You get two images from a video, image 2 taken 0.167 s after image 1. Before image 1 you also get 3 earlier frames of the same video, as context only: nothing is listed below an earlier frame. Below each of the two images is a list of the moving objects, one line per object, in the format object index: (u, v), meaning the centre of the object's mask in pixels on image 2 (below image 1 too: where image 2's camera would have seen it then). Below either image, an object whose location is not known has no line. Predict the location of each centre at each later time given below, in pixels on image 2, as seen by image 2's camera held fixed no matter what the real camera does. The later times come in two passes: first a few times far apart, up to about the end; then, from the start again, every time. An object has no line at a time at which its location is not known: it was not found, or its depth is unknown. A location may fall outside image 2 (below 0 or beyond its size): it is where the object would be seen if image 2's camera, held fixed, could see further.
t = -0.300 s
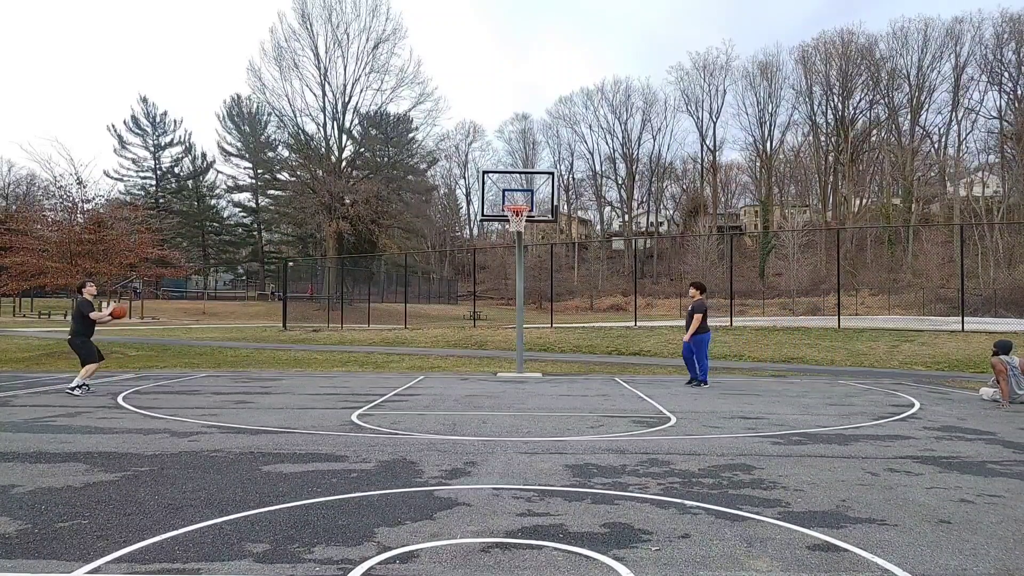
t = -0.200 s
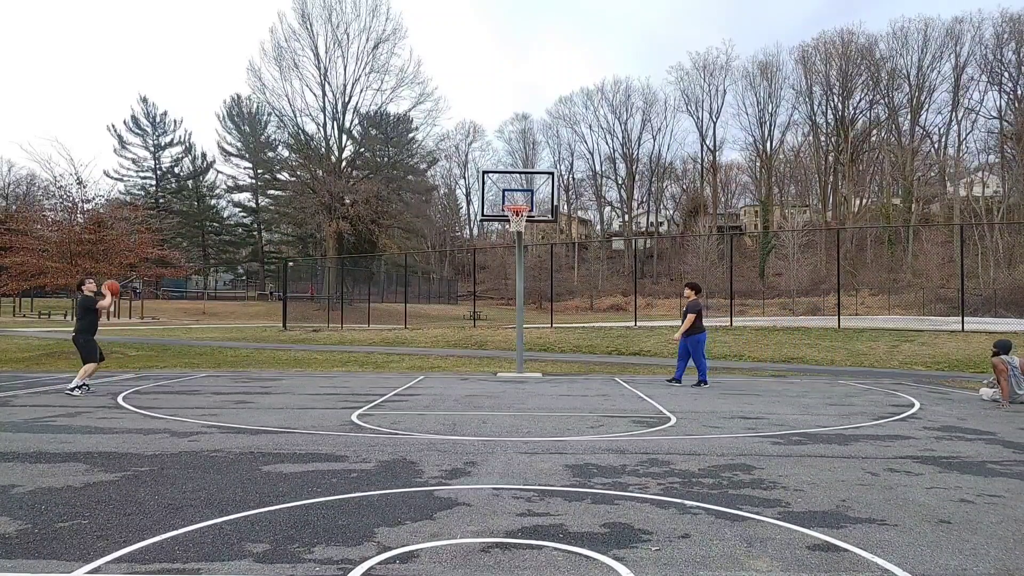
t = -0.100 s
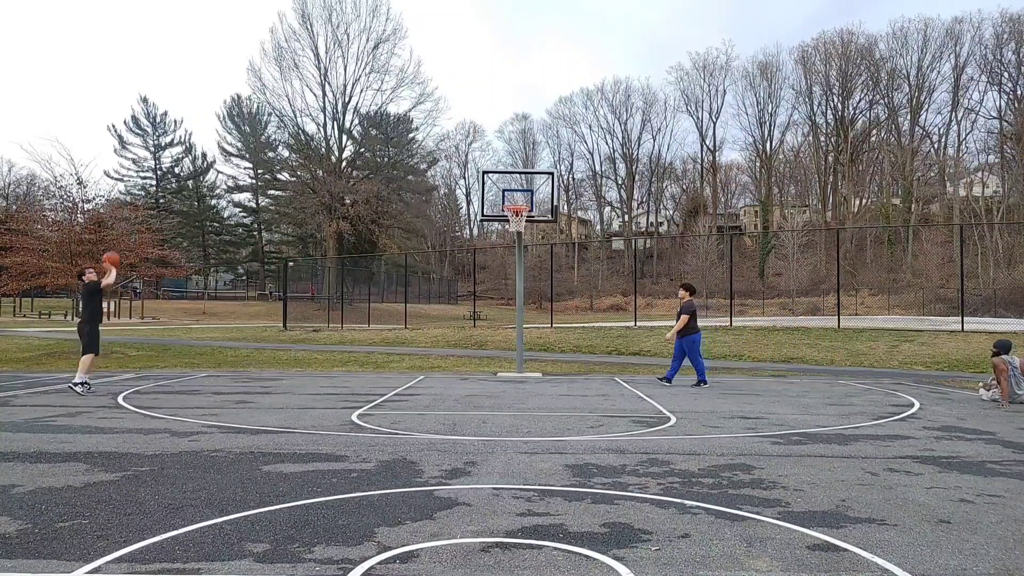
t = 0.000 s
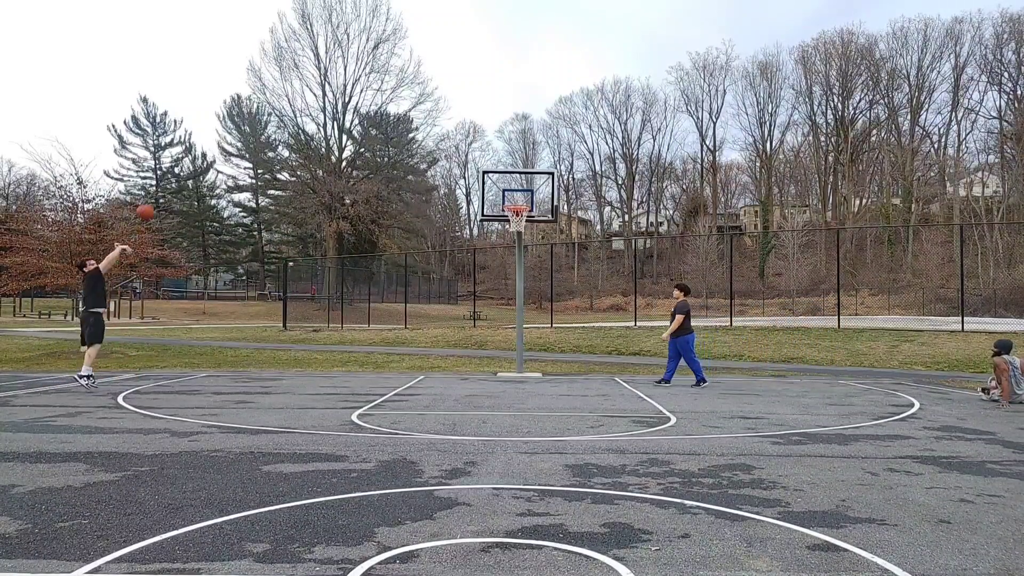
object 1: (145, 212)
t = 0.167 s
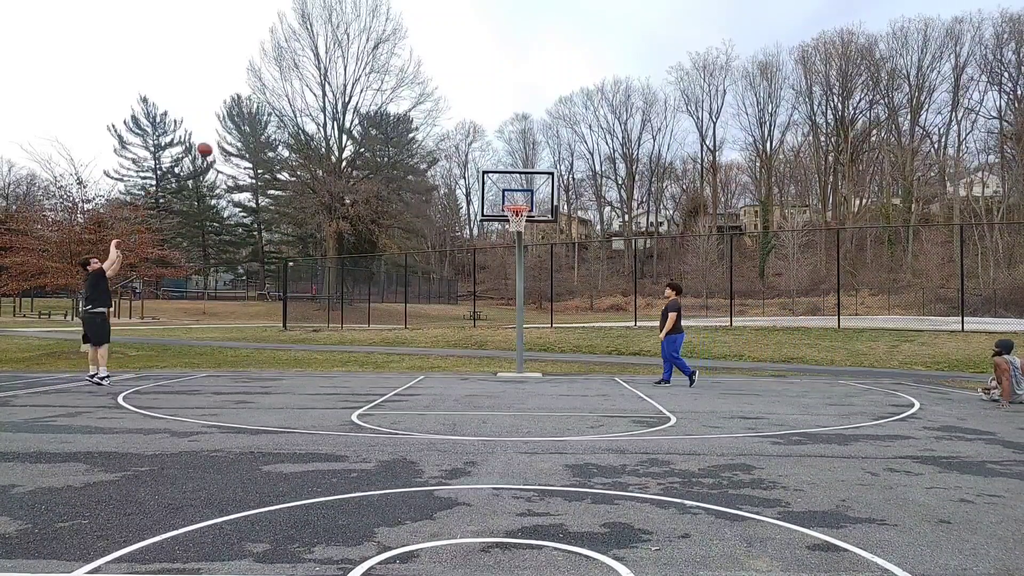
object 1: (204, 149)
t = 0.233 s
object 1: (227, 130)
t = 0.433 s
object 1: (291, 90)
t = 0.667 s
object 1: (360, 76)
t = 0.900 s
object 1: (424, 93)
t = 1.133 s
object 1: (483, 140)
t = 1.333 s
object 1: (530, 200)
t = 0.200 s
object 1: (216, 139)
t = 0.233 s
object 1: (227, 130)
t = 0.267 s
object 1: (237, 121)
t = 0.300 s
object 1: (248, 113)
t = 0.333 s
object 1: (260, 107)
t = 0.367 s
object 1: (270, 100)
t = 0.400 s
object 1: (281, 95)
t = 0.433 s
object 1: (291, 90)
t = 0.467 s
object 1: (301, 86)
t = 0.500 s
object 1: (312, 83)
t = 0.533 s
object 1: (322, 80)
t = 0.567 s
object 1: (331, 78)
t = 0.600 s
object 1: (341, 77)
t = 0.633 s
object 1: (351, 76)
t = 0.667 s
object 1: (360, 76)
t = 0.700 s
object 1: (370, 77)
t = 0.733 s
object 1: (379, 78)
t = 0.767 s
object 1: (388, 80)
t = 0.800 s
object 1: (397, 83)
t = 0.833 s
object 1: (406, 86)
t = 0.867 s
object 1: (415, 89)
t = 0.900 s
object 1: (424, 93)
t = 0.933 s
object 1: (432, 98)
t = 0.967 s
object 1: (441, 104)
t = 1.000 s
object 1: (450, 110)
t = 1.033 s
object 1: (458, 117)
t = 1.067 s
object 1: (466, 124)
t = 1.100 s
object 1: (474, 131)
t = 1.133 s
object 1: (483, 140)
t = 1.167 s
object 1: (491, 148)
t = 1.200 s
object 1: (499, 158)
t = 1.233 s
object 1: (507, 168)
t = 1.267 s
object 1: (515, 178)
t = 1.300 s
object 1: (523, 188)
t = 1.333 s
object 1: (530, 200)
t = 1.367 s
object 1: (538, 211)
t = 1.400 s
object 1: (541, 218)
